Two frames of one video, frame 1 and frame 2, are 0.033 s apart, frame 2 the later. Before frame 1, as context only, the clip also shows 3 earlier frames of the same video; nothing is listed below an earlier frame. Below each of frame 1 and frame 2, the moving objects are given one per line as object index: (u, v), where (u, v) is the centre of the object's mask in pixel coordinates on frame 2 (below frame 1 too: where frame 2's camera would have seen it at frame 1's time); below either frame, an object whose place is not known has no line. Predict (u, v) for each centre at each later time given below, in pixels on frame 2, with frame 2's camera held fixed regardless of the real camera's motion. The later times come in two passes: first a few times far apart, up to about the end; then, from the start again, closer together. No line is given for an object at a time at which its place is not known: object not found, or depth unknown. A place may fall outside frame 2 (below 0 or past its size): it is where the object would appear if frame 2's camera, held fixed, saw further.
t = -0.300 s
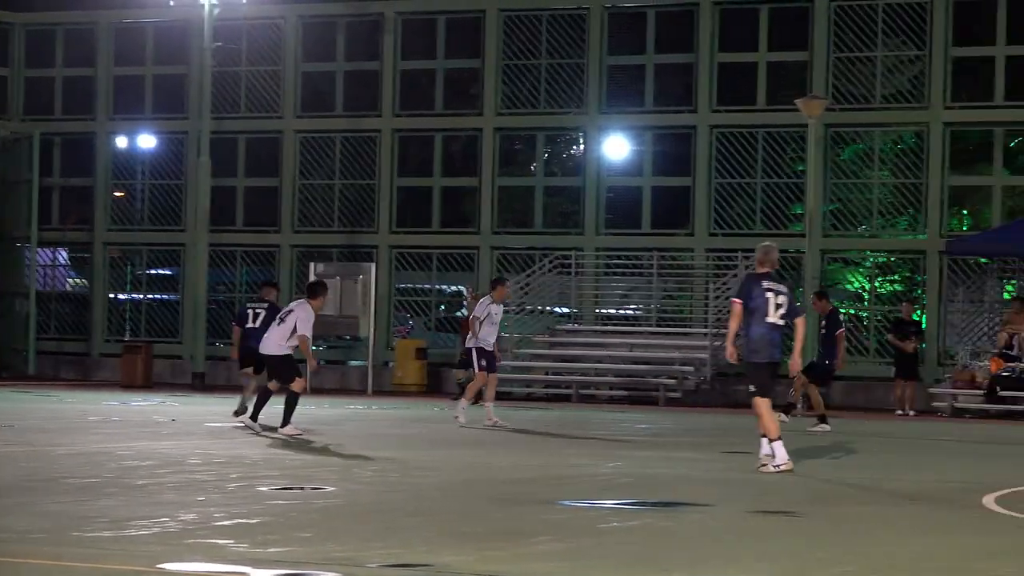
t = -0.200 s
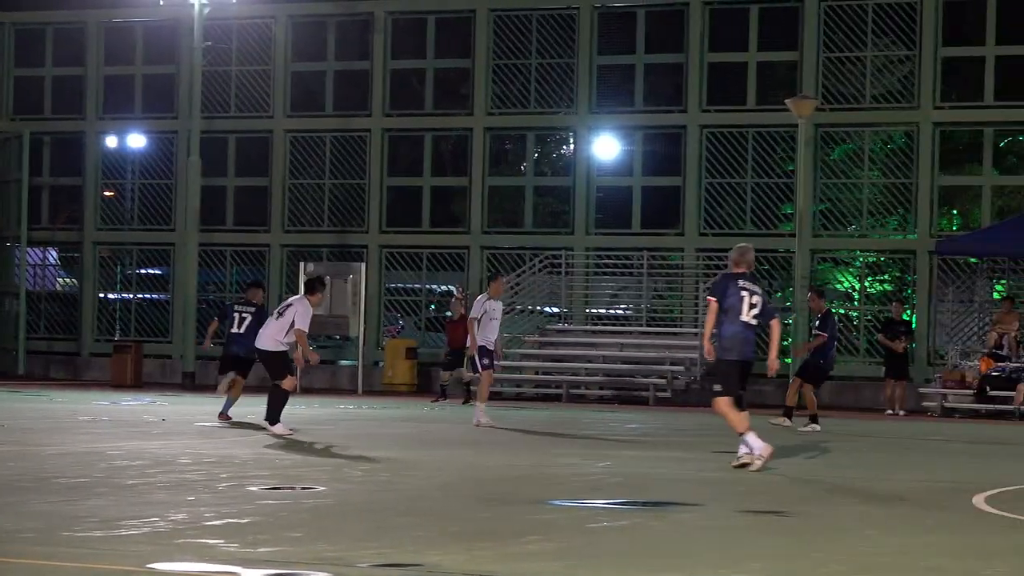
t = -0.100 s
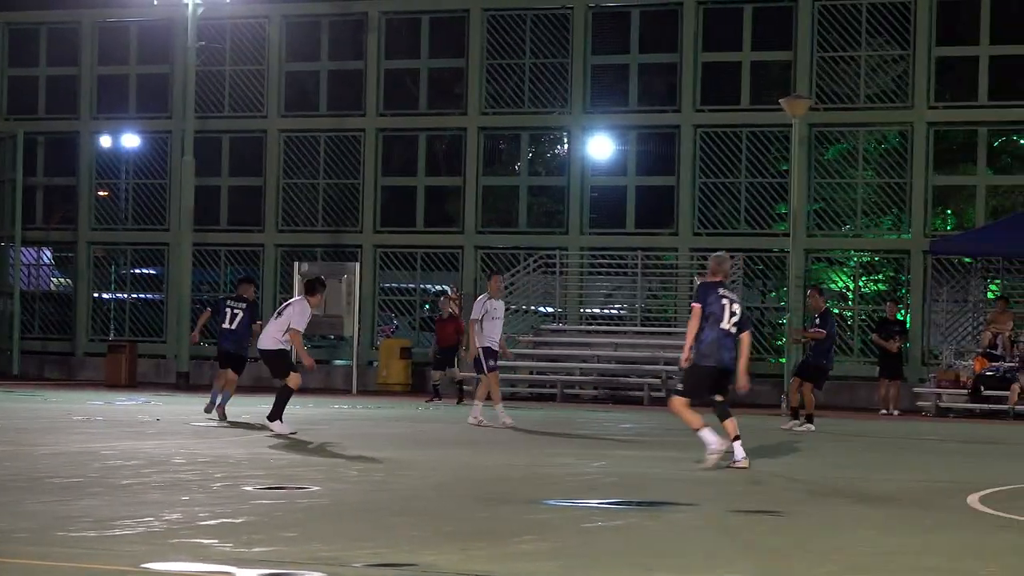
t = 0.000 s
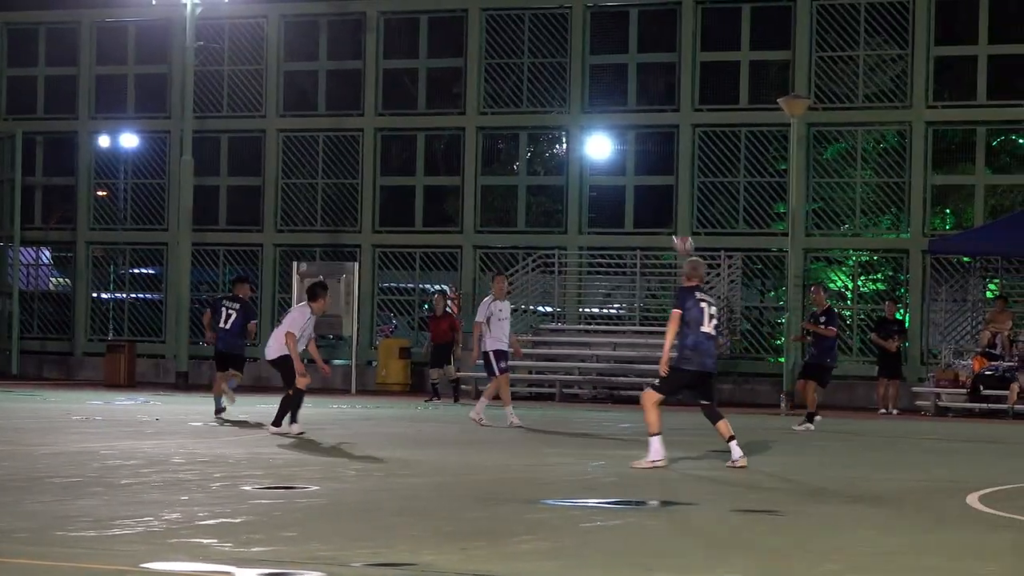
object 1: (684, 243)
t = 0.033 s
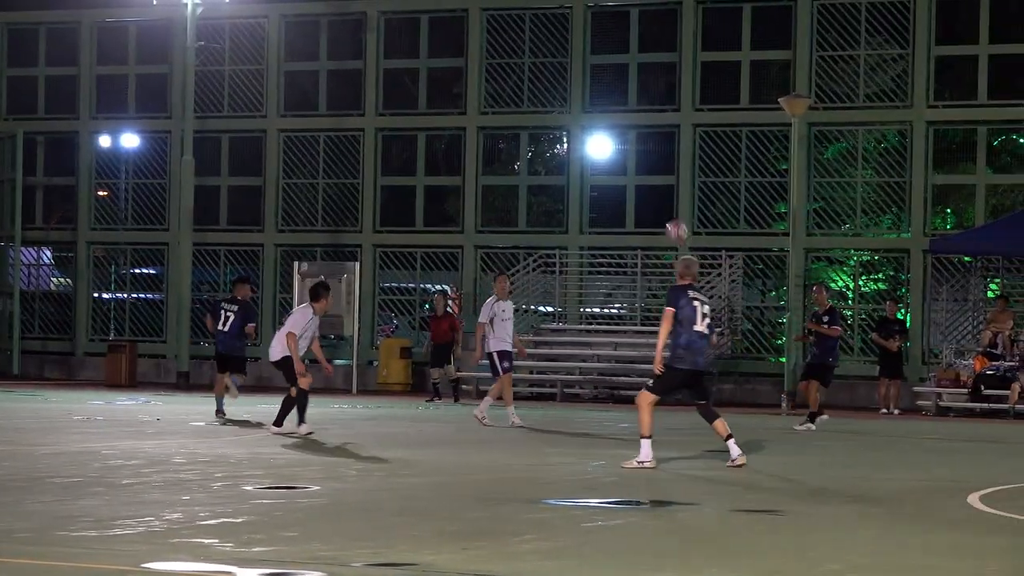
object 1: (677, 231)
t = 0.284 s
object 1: (624, 166)
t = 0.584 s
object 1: (560, 164)
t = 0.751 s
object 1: (521, 205)
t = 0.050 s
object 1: (672, 225)
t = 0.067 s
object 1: (669, 220)
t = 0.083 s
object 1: (666, 214)
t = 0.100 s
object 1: (663, 210)
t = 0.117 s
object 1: (659, 204)
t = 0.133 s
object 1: (656, 200)
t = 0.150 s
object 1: (652, 195)
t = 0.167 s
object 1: (649, 192)
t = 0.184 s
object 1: (645, 188)
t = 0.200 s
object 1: (641, 183)
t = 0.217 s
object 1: (639, 179)
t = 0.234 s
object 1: (635, 176)
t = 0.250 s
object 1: (631, 172)
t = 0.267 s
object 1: (628, 169)
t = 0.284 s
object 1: (624, 166)
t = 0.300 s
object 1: (621, 165)
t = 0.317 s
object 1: (620, 164)
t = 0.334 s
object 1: (616, 163)
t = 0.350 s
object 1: (614, 161)
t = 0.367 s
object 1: (609, 161)
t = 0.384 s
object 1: (604, 160)
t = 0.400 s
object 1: (600, 157)
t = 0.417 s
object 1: (597, 155)
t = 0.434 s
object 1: (590, 156)
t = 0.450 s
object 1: (585, 157)
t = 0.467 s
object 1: (583, 155)
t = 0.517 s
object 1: (573, 157)
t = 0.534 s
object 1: (570, 158)
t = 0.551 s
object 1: (567, 160)
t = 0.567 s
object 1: (564, 161)
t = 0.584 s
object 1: (560, 164)
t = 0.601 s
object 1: (556, 166)
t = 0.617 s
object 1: (553, 169)
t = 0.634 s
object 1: (549, 172)
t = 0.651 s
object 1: (545, 176)
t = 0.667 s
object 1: (541, 180)
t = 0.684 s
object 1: (537, 184)
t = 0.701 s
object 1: (533, 189)
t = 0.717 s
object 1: (528, 194)
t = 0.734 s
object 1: (525, 199)
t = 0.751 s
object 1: (521, 205)
